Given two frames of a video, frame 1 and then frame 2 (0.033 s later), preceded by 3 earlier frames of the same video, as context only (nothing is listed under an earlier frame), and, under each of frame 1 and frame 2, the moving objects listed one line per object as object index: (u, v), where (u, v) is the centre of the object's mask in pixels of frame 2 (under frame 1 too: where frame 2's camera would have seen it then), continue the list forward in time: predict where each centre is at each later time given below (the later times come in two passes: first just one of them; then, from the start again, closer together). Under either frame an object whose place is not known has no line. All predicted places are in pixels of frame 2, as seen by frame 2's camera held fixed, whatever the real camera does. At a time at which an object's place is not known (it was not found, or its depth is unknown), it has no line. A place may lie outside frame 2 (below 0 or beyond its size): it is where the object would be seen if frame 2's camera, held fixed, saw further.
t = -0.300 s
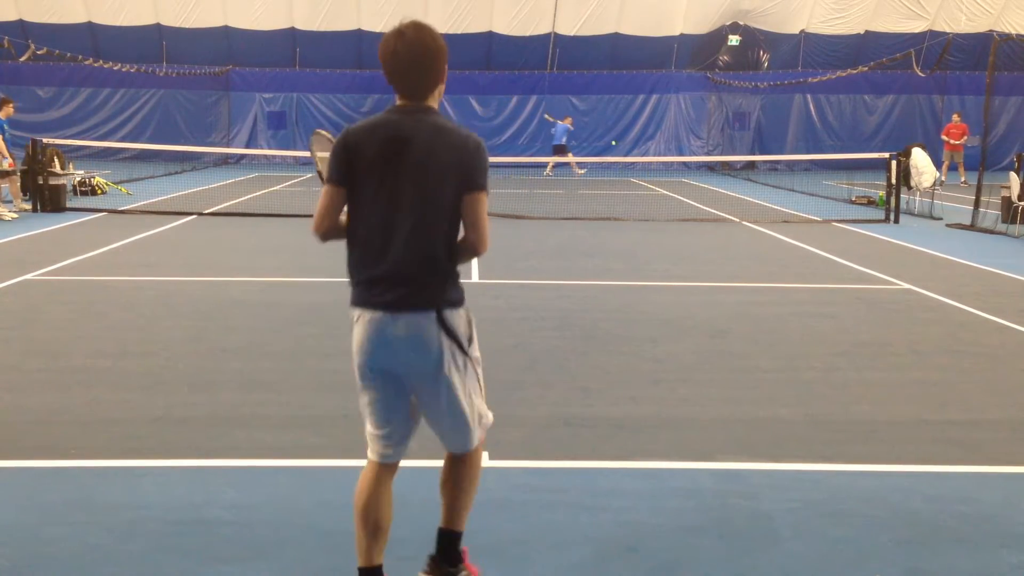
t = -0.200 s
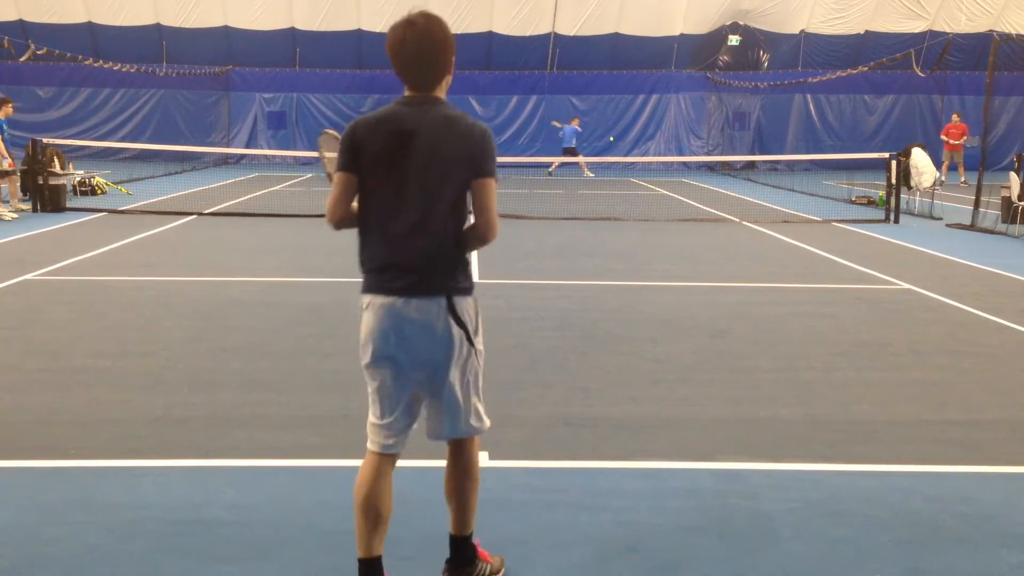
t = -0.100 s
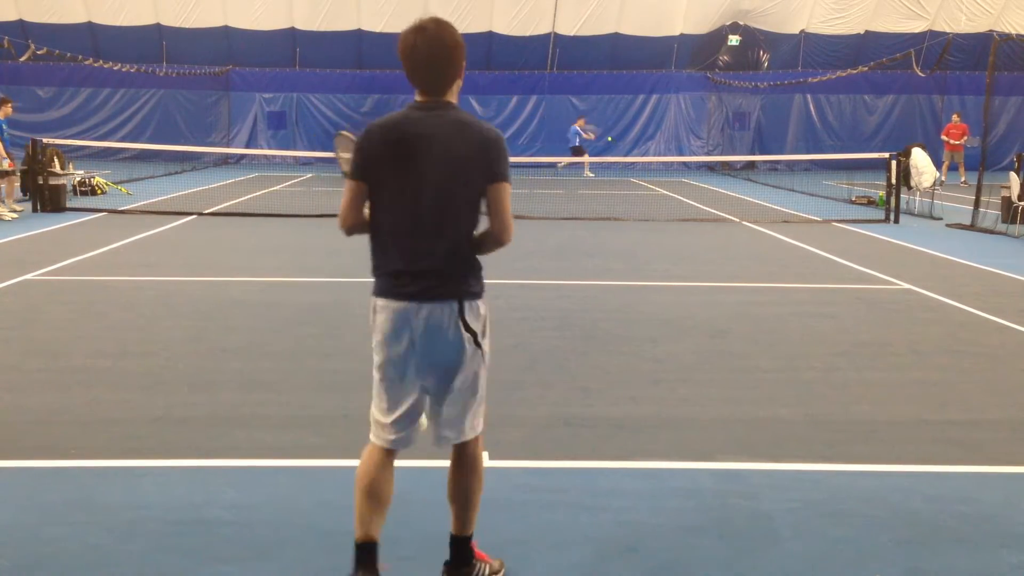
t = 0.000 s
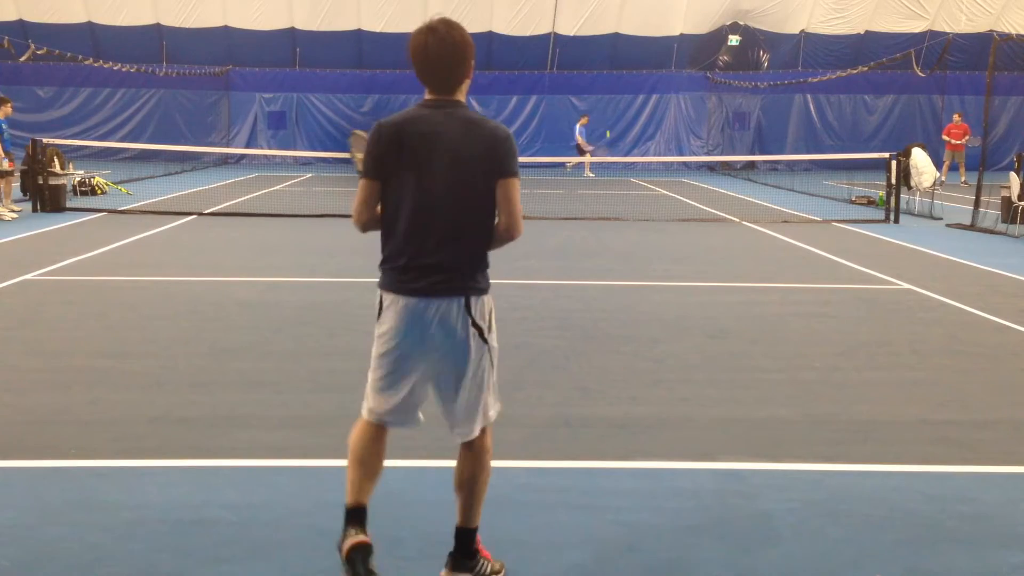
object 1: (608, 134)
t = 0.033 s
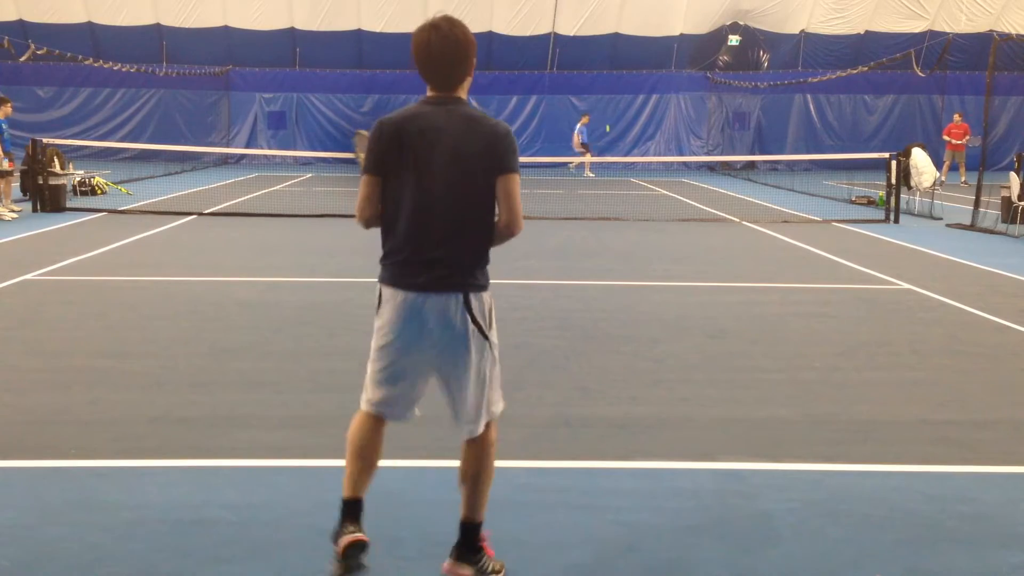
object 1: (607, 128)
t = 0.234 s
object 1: (606, 96)
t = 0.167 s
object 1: (606, 106)
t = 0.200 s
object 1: (606, 101)
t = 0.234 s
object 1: (606, 96)
